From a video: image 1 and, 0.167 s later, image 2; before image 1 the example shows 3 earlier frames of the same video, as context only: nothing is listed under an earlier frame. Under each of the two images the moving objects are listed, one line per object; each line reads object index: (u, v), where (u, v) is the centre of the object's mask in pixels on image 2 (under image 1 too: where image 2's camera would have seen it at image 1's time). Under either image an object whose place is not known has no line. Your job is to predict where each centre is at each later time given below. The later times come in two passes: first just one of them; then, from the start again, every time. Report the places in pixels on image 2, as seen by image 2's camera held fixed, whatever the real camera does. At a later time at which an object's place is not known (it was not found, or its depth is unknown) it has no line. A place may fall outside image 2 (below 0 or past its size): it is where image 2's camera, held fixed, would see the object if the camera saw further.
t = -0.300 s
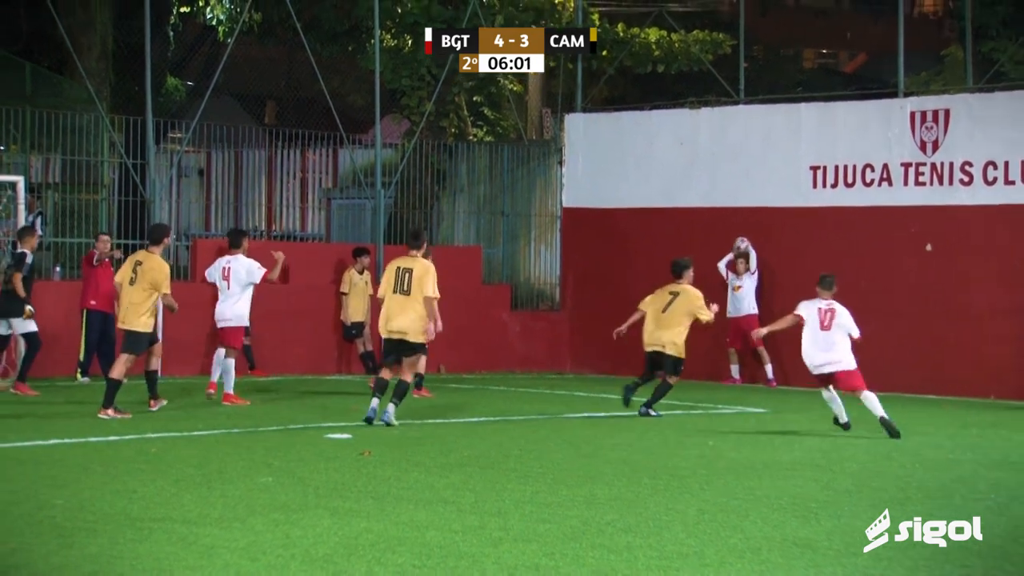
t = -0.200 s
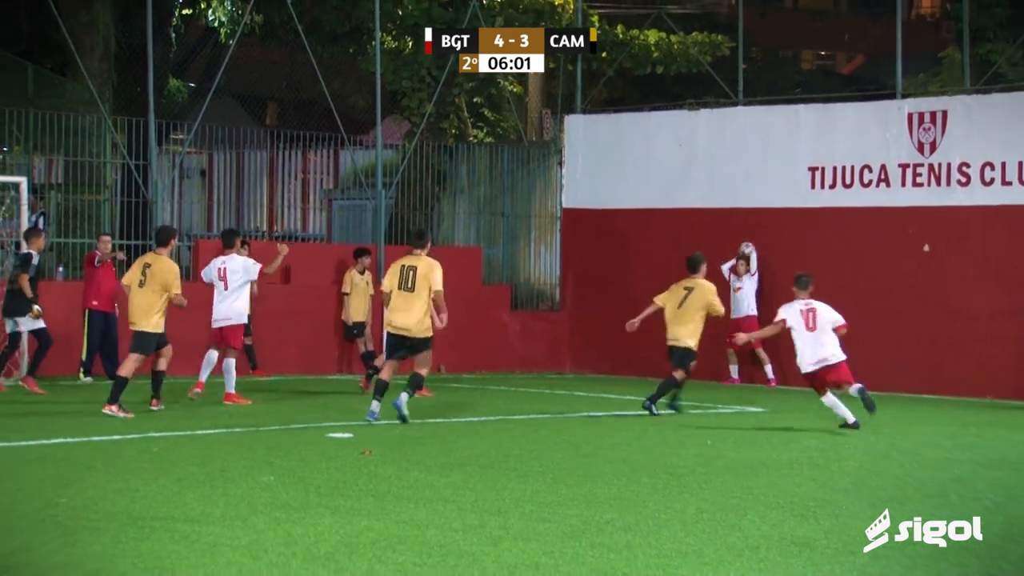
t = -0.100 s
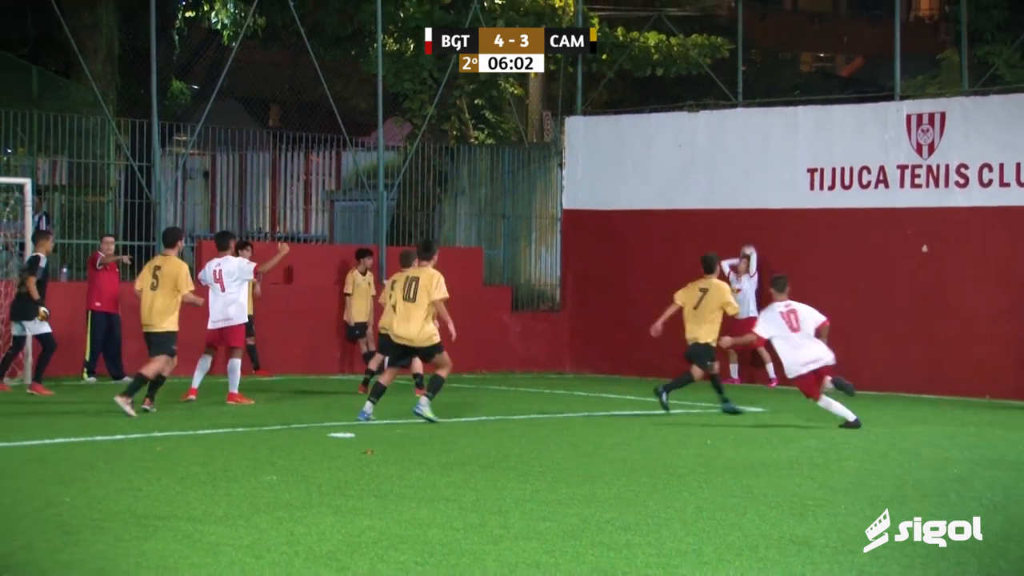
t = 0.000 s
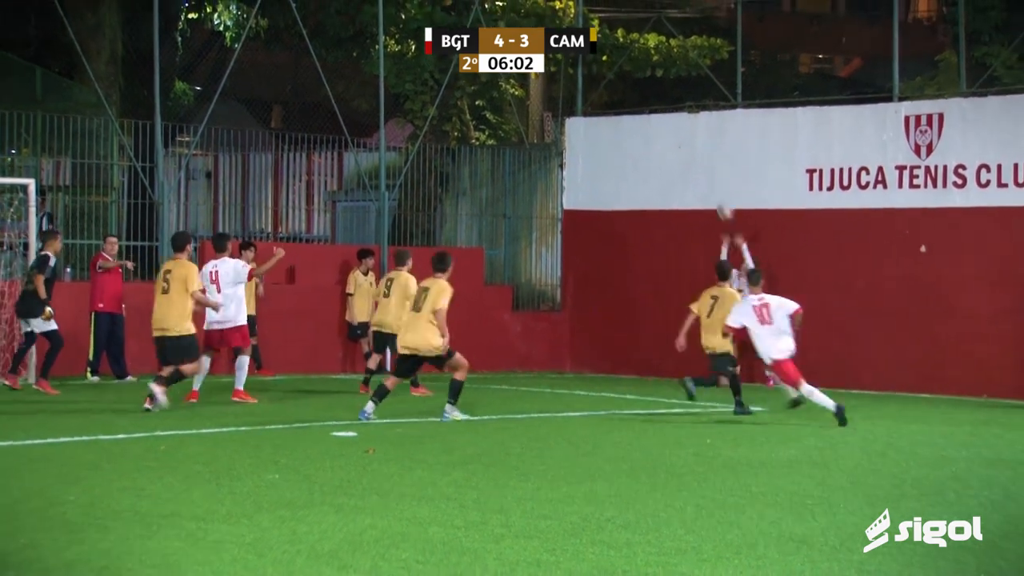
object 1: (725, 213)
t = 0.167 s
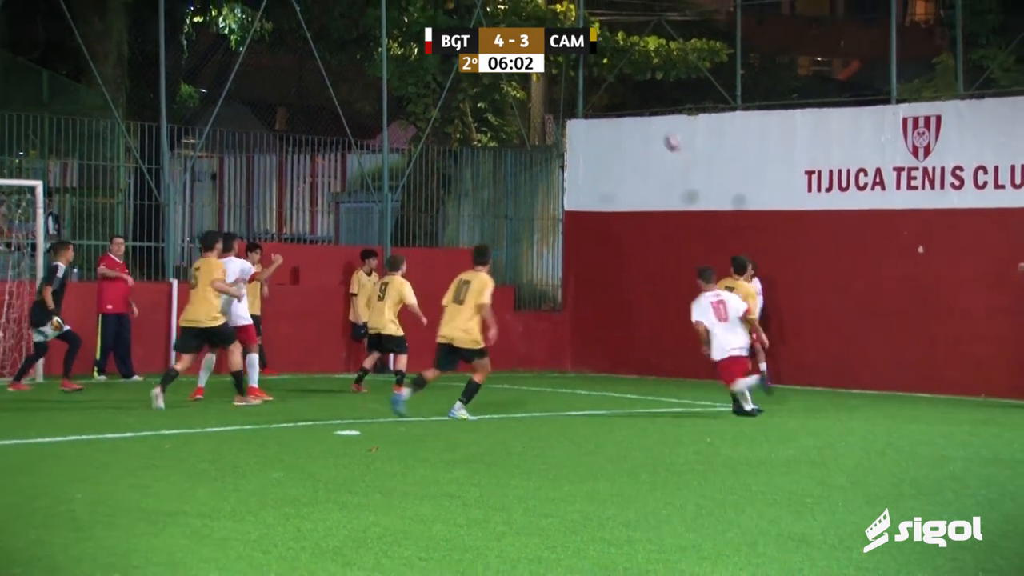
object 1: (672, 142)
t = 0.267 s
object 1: (639, 106)
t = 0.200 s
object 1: (660, 130)
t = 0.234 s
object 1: (650, 117)
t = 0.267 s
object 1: (639, 106)
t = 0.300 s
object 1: (628, 98)
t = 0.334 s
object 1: (617, 88)
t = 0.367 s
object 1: (606, 79)
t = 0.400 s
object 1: (595, 72)
